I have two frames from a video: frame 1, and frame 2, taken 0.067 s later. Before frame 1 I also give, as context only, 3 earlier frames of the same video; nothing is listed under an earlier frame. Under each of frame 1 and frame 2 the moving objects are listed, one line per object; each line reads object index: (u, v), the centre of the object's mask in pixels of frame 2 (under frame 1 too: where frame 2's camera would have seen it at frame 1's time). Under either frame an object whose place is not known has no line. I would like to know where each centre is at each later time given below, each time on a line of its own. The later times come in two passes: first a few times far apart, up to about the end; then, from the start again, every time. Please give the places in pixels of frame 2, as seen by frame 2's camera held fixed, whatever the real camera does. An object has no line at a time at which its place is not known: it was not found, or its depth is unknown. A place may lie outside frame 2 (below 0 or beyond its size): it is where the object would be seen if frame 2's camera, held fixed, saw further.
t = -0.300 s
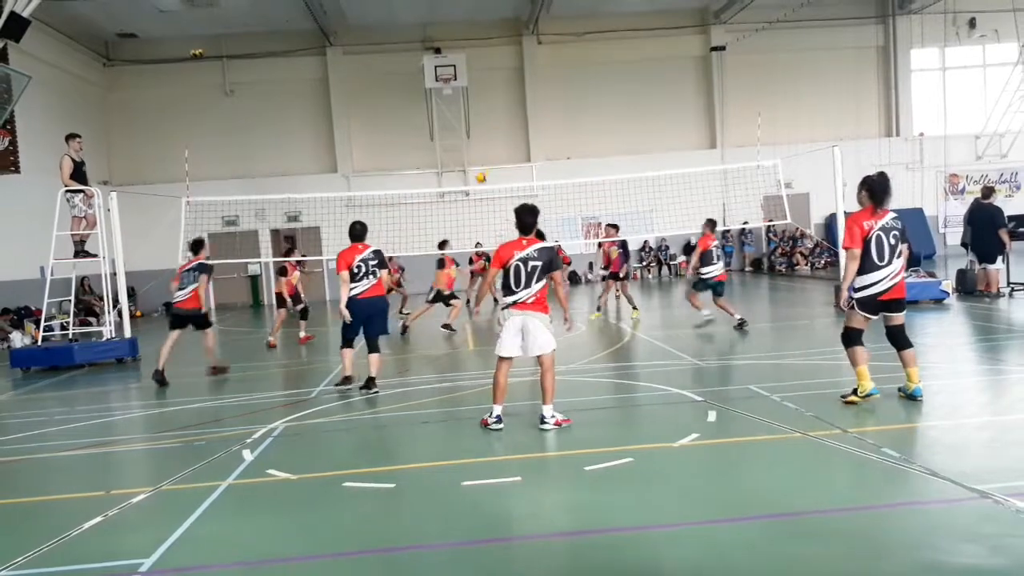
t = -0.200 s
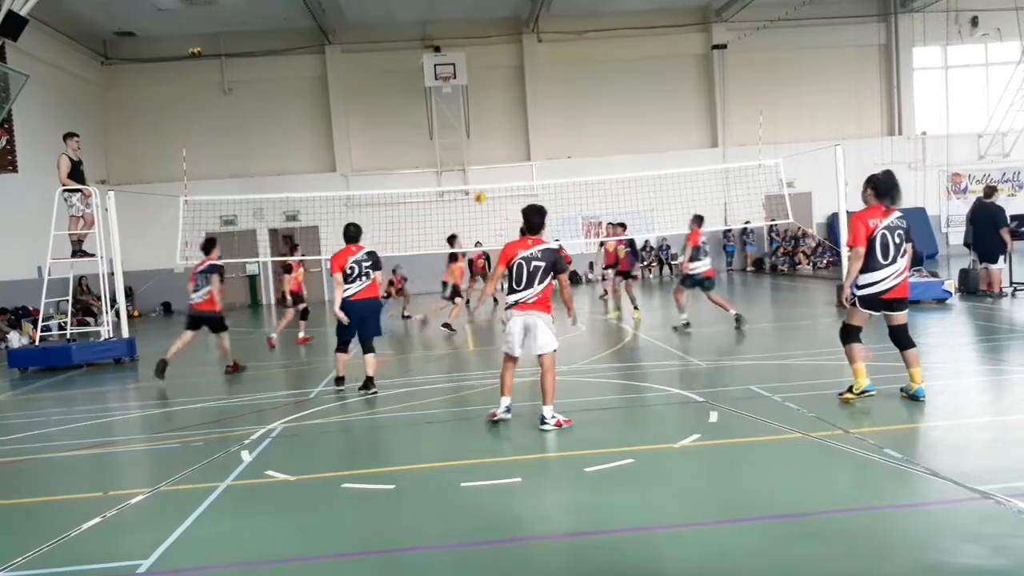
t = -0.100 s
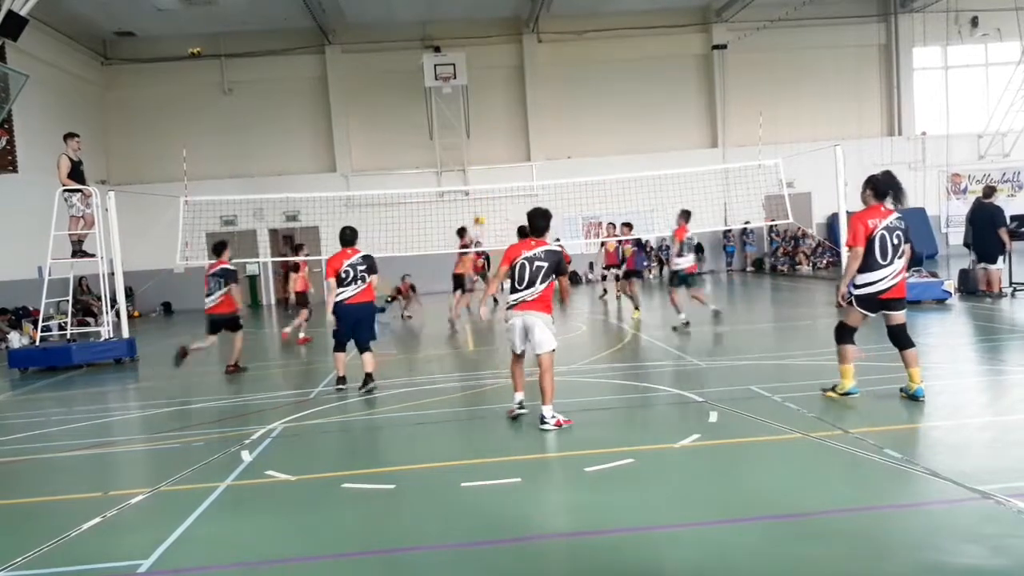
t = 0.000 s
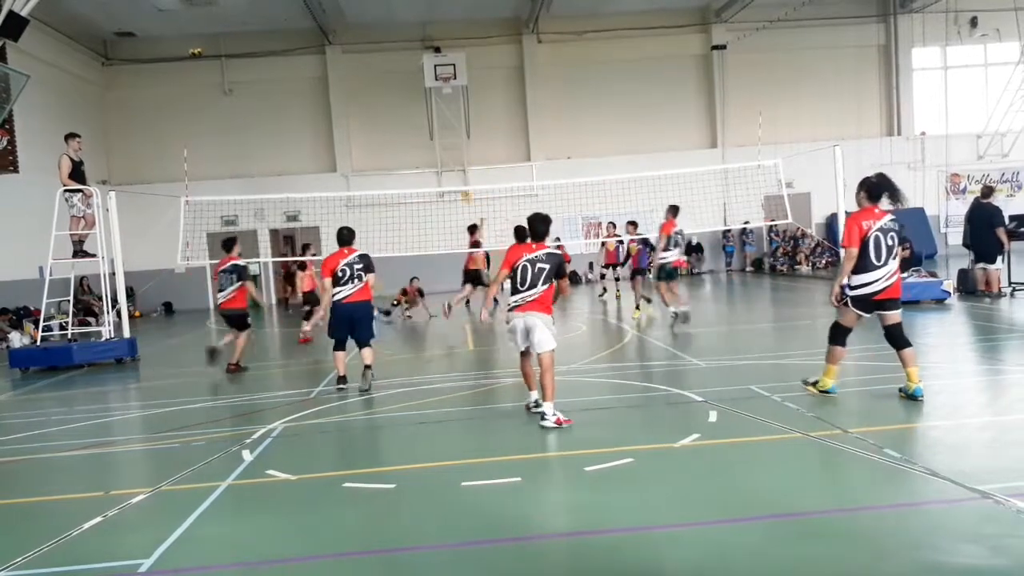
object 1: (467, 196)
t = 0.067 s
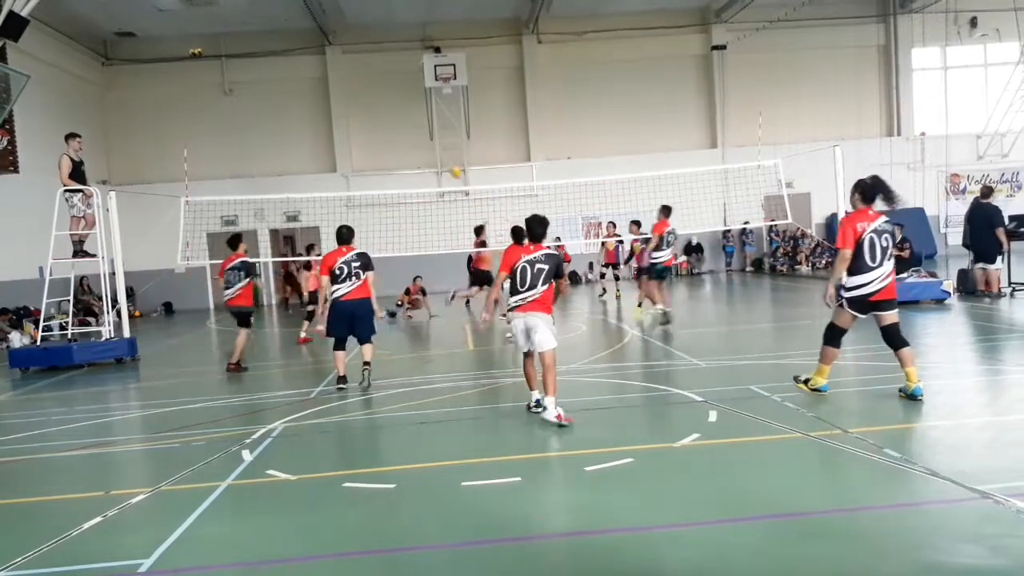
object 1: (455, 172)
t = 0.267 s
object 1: (428, 119)
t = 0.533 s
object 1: (391, 83)
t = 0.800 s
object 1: (359, 89)
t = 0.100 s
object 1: (451, 161)
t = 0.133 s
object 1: (447, 151)
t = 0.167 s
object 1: (442, 145)
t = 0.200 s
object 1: (440, 135)
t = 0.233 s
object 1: (432, 127)
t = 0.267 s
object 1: (428, 119)
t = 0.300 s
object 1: (424, 113)
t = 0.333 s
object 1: (420, 106)
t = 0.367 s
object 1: (415, 100)
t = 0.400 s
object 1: (409, 95)
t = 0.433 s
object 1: (404, 92)
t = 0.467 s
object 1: (401, 89)
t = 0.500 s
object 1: (396, 84)
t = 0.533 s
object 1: (391, 83)
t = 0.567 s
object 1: (387, 82)
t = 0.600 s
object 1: (383, 81)
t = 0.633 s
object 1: (379, 81)
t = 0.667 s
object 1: (374, 81)
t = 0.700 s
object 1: (369, 81)
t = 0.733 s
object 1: (365, 83)
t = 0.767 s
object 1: (363, 85)
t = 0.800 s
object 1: (359, 89)
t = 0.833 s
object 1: (354, 92)
